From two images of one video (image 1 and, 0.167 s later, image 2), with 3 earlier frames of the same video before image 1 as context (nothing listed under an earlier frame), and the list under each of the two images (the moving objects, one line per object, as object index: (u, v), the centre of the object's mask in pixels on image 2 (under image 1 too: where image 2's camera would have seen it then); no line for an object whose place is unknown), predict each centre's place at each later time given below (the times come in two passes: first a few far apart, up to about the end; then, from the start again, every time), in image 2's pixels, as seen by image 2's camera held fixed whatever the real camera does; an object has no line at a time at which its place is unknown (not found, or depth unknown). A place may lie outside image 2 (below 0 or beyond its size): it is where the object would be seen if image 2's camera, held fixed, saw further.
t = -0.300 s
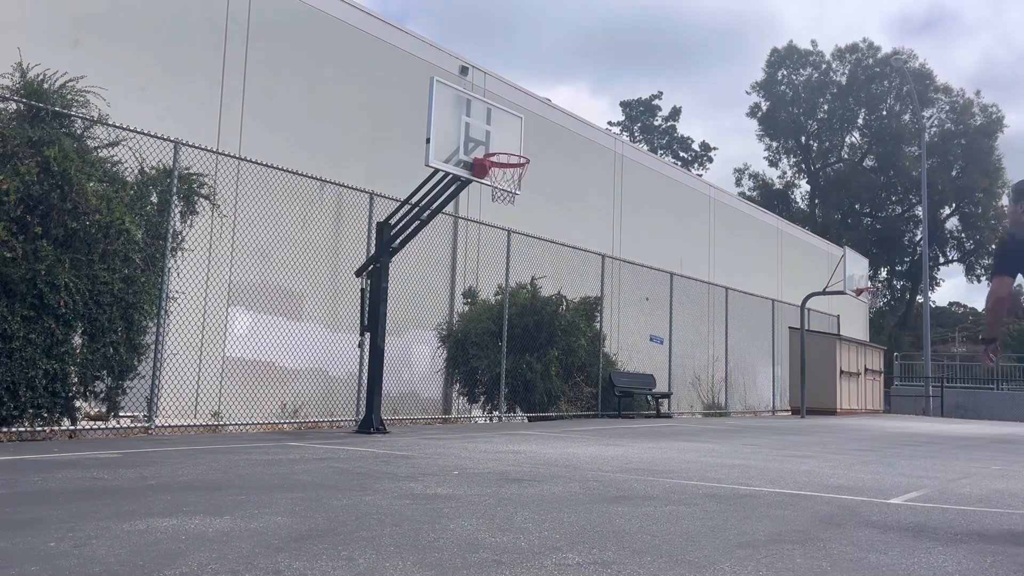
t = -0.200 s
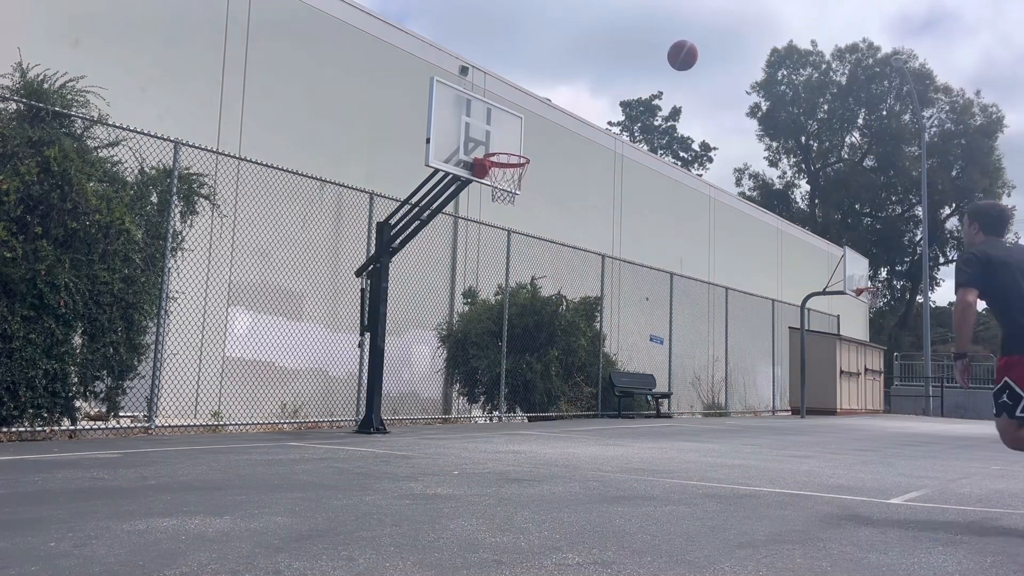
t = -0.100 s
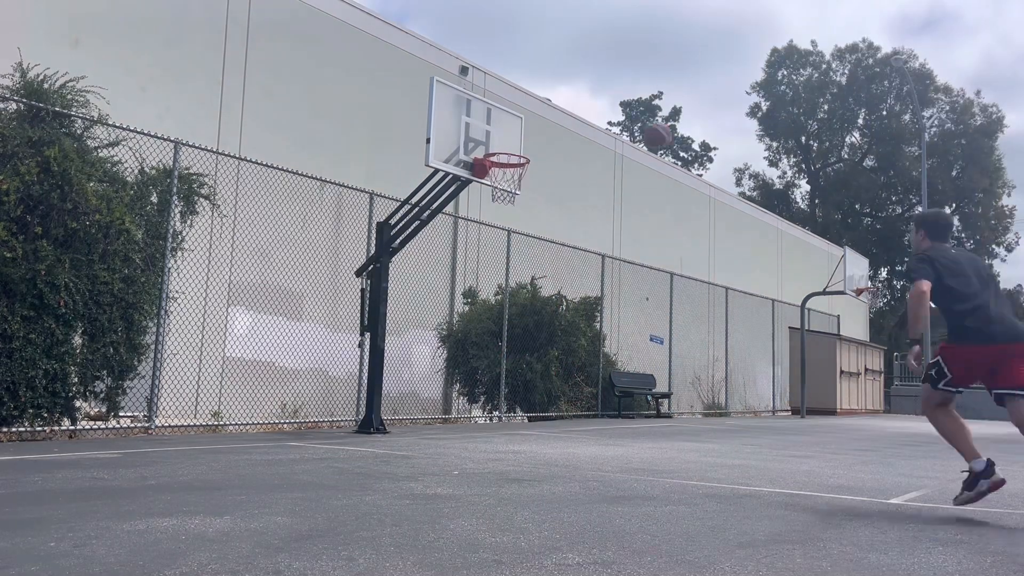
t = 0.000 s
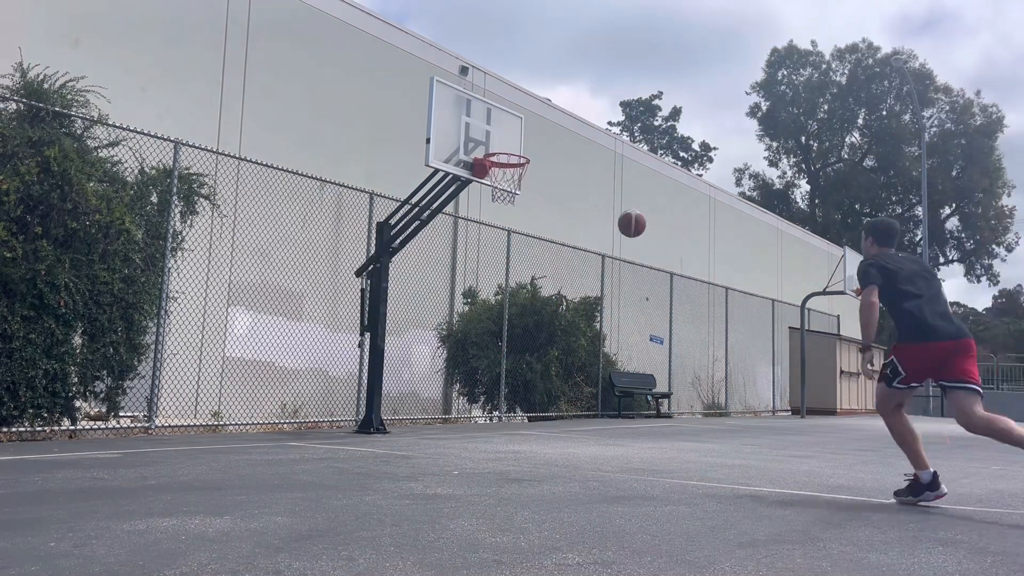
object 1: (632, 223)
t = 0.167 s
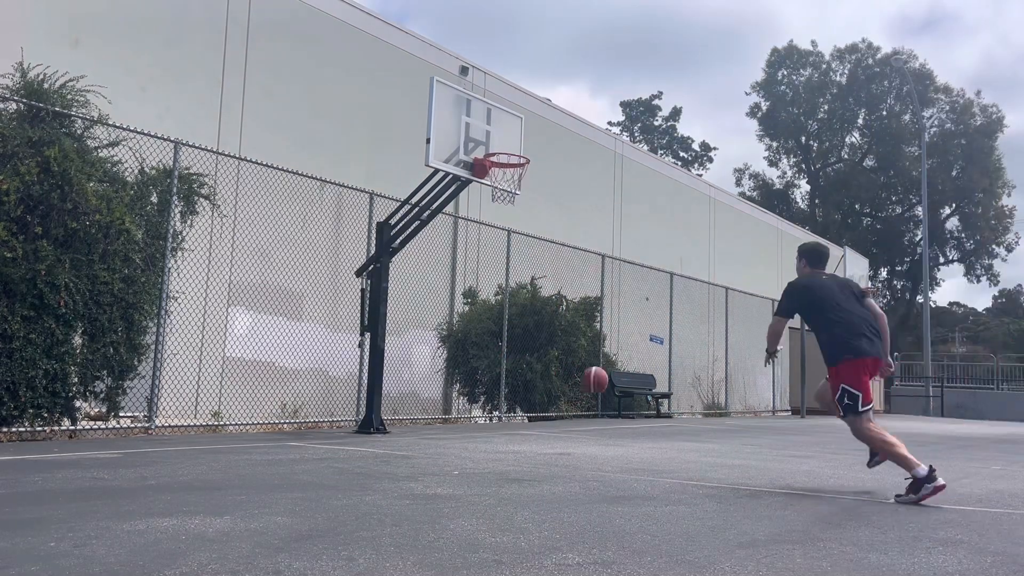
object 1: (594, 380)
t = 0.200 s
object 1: (587, 414)
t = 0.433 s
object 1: (575, 284)
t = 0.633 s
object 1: (568, 181)
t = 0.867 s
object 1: (559, 117)
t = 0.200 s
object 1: (587, 414)
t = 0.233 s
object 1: (582, 439)
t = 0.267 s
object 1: (581, 409)
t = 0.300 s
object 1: (580, 380)
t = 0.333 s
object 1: (578, 353)
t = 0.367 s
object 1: (576, 329)
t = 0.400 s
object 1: (576, 305)
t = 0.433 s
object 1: (575, 284)
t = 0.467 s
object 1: (573, 264)
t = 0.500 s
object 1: (573, 244)
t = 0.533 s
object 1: (571, 227)
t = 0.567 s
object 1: (570, 210)
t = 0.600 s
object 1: (569, 195)
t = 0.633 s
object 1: (568, 181)
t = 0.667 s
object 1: (567, 168)
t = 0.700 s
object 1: (565, 157)
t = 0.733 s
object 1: (564, 146)
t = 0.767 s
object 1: (563, 137)
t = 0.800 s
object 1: (561, 129)
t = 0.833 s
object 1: (560, 122)
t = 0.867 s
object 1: (559, 117)
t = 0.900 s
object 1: (557, 112)
